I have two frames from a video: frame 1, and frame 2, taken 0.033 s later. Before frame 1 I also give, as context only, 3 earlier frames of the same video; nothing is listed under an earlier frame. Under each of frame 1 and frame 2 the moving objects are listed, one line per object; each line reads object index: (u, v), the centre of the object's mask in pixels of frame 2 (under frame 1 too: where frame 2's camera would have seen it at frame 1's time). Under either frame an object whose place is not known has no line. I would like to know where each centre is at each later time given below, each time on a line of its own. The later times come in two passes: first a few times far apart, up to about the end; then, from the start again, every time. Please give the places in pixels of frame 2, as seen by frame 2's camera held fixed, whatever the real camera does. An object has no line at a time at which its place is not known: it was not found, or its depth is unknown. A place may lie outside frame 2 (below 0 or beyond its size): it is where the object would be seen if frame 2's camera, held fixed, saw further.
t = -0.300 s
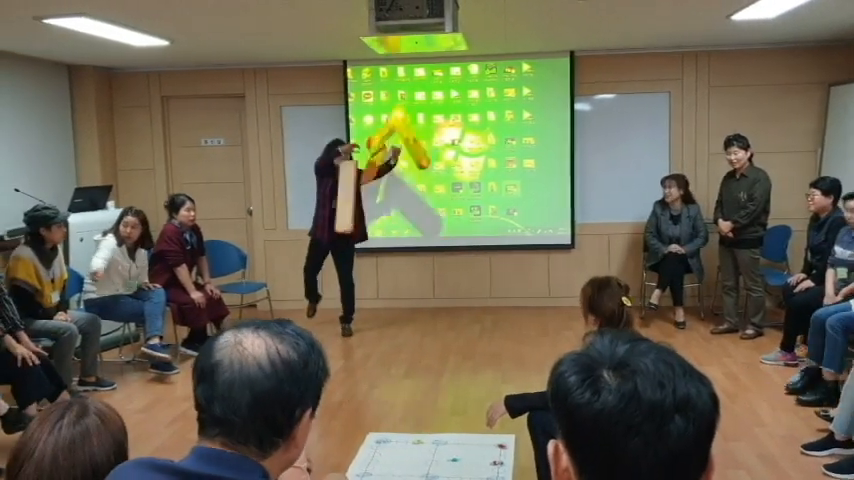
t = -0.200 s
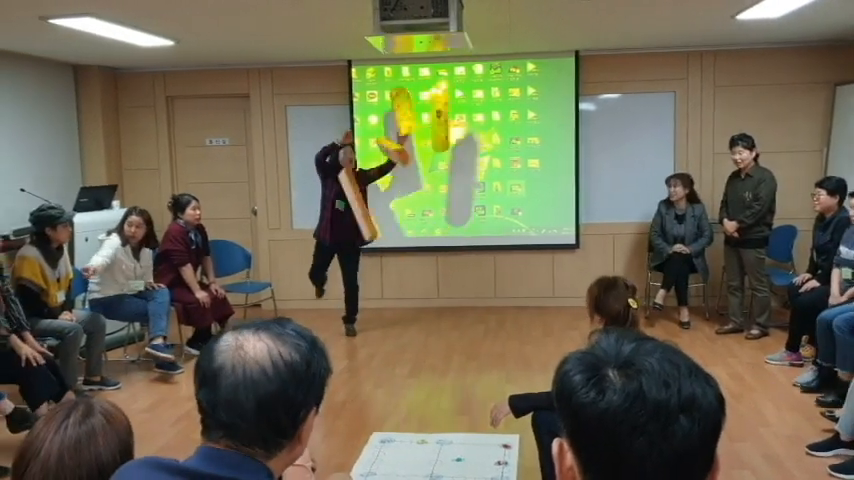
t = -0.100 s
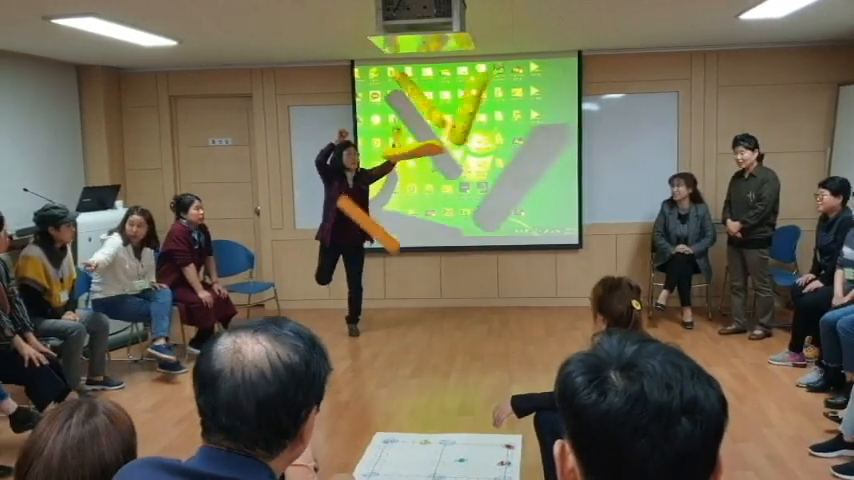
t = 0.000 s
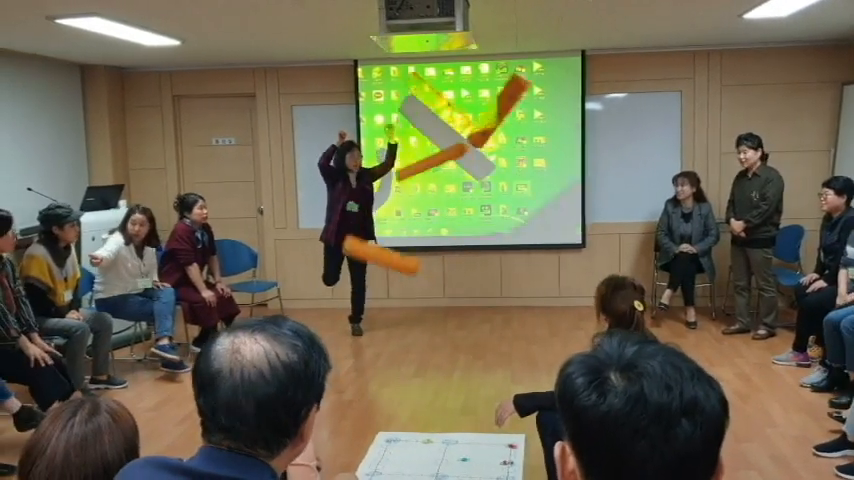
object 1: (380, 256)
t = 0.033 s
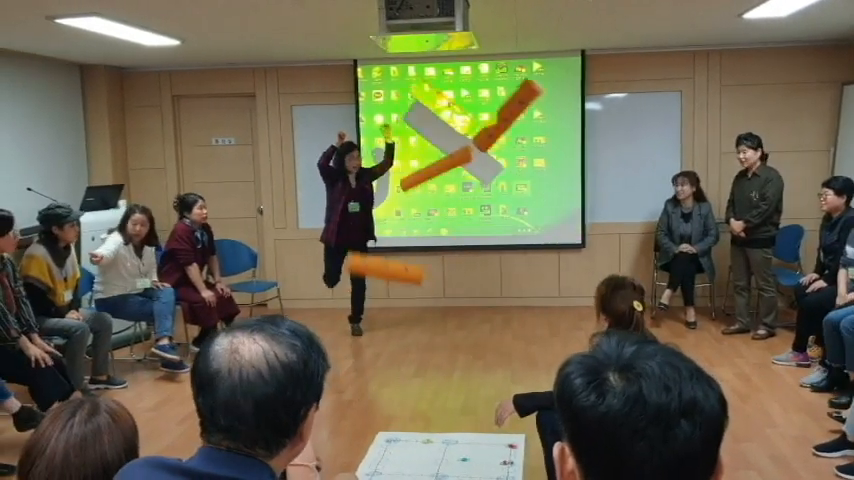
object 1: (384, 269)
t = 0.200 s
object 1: (403, 343)
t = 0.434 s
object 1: (412, 355)
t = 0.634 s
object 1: (412, 357)
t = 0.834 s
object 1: (416, 363)
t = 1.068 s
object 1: (419, 365)
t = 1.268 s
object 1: (423, 371)
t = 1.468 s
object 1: (423, 374)
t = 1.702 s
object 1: (423, 374)
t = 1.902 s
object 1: (423, 374)
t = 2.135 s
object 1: (423, 375)
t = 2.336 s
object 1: (423, 374)
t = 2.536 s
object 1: (423, 374)
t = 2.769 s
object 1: (423, 374)
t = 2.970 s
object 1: (424, 374)
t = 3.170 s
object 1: (424, 374)
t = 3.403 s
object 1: (424, 374)
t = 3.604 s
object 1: (424, 374)
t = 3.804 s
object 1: (423, 374)
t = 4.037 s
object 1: (423, 374)
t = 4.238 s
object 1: (423, 374)
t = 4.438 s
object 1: (423, 374)
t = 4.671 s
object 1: (423, 374)
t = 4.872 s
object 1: (423, 374)
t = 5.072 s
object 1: (423, 374)
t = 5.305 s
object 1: (423, 374)
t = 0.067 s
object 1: (388, 282)
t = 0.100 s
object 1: (390, 298)
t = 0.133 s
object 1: (394, 314)
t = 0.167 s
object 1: (398, 330)
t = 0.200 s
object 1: (403, 343)
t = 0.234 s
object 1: (406, 349)
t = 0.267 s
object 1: (406, 347)
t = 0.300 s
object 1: (408, 348)
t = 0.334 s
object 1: (407, 349)
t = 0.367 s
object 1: (411, 349)
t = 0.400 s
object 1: (412, 354)
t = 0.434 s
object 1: (412, 355)
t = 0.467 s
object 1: (412, 354)
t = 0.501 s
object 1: (412, 354)
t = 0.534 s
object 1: (411, 356)
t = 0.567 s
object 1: (411, 355)
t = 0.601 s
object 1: (411, 356)
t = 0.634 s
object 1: (412, 357)
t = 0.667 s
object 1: (413, 359)
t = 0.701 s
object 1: (413, 361)
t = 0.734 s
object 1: (414, 363)
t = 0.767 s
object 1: (414, 364)
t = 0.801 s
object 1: (415, 363)
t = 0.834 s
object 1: (416, 363)
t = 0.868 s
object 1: (417, 363)
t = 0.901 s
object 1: (417, 364)
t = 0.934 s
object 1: (417, 364)
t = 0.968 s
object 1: (418, 364)
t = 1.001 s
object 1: (418, 365)
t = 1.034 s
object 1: (418, 365)
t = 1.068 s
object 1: (419, 365)
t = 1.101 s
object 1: (419, 366)
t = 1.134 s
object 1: (419, 366)
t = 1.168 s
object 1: (419, 367)
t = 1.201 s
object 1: (420, 368)
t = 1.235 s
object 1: (420, 369)
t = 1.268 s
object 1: (423, 371)
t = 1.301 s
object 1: (423, 373)
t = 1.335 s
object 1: (423, 373)
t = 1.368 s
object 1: (423, 374)
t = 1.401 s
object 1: (423, 374)
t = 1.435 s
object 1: (423, 374)
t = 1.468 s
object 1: (423, 374)
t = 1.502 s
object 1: (423, 374)
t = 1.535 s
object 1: (423, 374)
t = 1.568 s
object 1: (423, 374)
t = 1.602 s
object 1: (423, 374)
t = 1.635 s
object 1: (423, 374)
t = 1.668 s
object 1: (423, 374)
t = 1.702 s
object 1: (423, 374)
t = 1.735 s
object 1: (423, 374)
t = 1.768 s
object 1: (423, 374)
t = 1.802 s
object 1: (423, 374)
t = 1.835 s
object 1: (423, 374)
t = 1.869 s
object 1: (423, 374)
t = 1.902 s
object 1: (423, 374)
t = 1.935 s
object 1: (423, 374)
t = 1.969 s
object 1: (423, 374)
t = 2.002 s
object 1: (424, 374)
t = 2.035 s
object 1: (424, 374)
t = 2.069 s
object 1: (424, 374)
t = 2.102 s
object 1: (423, 375)
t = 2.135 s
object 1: (423, 375)
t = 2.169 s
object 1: (424, 374)
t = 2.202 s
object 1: (423, 375)
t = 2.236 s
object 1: (423, 374)
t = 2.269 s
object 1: (423, 374)
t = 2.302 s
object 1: (423, 374)
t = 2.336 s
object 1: (423, 374)
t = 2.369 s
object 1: (423, 374)
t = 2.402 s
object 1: (423, 374)
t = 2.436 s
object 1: (423, 374)
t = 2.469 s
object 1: (423, 374)
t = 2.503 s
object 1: (423, 374)
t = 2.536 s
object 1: (423, 374)
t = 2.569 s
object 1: (423, 374)
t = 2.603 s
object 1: (423, 374)
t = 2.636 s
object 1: (423, 374)
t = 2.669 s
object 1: (423, 374)
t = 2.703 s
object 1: (423, 374)
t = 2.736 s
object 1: (423, 374)
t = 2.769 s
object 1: (423, 374)
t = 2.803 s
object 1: (423, 374)
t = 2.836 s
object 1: (423, 374)
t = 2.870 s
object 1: (423, 374)
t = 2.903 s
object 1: (423, 374)
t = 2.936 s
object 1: (423, 374)
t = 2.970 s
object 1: (424, 374)
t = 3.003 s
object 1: (424, 374)
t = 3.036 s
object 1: (424, 374)
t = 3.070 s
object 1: (424, 374)
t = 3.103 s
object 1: (424, 374)
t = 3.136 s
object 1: (424, 374)
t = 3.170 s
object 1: (424, 374)
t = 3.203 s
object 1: (424, 374)
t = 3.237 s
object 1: (424, 374)
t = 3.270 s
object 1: (424, 375)
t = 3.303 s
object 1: (424, 374)
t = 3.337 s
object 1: (424, 374)
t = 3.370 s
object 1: (424, 374)
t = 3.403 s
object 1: (424, 374)
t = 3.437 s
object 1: (424, 374)
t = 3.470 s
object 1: (424, 374)
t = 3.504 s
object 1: (424, 374)
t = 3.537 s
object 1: (423, 374)
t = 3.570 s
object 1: (424, 374)
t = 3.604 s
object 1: (424, 374)
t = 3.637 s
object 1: (424, 374)
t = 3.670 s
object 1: (423, 374)
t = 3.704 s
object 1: (423, 374)
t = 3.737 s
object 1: (423, 374)
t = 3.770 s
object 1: (423, 374)
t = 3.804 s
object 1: (423, 374)
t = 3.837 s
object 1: (423, 374)
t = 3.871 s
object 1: (423, 374)
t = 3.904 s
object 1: (423, 374)
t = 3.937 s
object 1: (423, 374)
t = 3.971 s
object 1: (423, 374)
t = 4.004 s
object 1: (423, 374)
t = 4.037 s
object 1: (423, 374)
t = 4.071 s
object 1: (423, 374)
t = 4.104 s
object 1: (423, 374)
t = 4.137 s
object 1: (423, 374)
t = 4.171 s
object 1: (423, 374)
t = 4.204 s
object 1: (423, 374)
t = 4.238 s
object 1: (423, 374)
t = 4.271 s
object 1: (424, 374)
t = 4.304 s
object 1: (423, 374)
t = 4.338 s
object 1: (423, 374)
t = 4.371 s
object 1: (423, 374)
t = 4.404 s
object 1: (423, 374)
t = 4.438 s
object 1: (423, 374)
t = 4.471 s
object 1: (423, 374)
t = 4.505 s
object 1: (423, 374)
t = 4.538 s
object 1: (423, 374)
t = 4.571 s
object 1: (423, 374)
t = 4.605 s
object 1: (423, 374)
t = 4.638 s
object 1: (423, 374)
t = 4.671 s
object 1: (423, 374)
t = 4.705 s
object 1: (423, 374)
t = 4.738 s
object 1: (423, 374)
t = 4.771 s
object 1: (423, 374)
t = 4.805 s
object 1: (423, 374)
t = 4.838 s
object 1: (423, 374)
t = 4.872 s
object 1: (423, 374)
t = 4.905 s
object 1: (423, 374)
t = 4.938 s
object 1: (423, 374)
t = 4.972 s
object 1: (423, 374)
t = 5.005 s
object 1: (423, 374)
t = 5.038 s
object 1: (423, 374)
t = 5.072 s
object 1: (423, 374)
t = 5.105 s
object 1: (423, 374)
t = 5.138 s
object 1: (423, 374)
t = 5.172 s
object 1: (423, 374)
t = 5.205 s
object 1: (423, 374)
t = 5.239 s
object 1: (423, 374)
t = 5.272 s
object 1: (423, 374)
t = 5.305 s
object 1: (423, 374)
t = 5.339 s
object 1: (423, 374)
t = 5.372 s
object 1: (423, 374)
